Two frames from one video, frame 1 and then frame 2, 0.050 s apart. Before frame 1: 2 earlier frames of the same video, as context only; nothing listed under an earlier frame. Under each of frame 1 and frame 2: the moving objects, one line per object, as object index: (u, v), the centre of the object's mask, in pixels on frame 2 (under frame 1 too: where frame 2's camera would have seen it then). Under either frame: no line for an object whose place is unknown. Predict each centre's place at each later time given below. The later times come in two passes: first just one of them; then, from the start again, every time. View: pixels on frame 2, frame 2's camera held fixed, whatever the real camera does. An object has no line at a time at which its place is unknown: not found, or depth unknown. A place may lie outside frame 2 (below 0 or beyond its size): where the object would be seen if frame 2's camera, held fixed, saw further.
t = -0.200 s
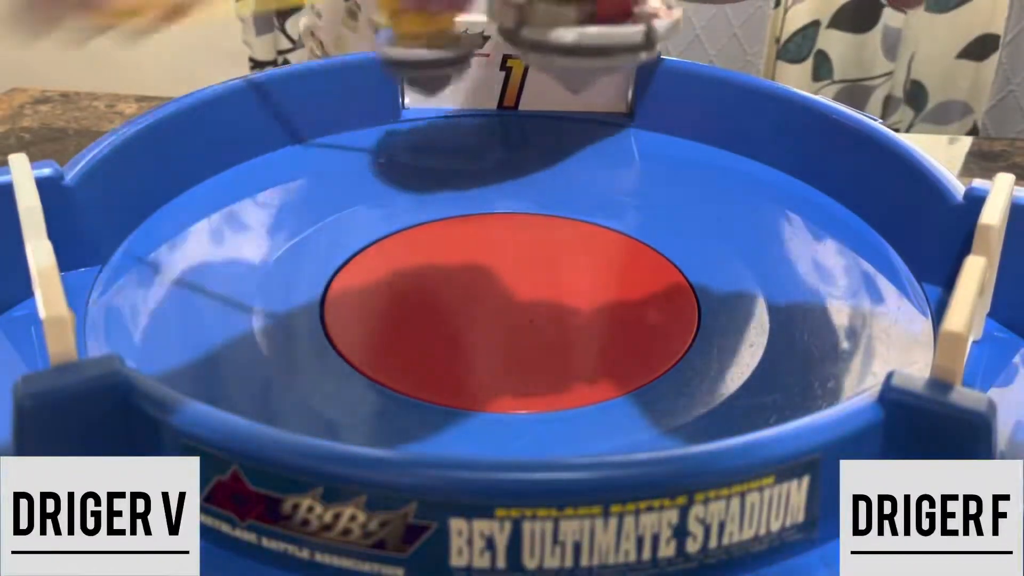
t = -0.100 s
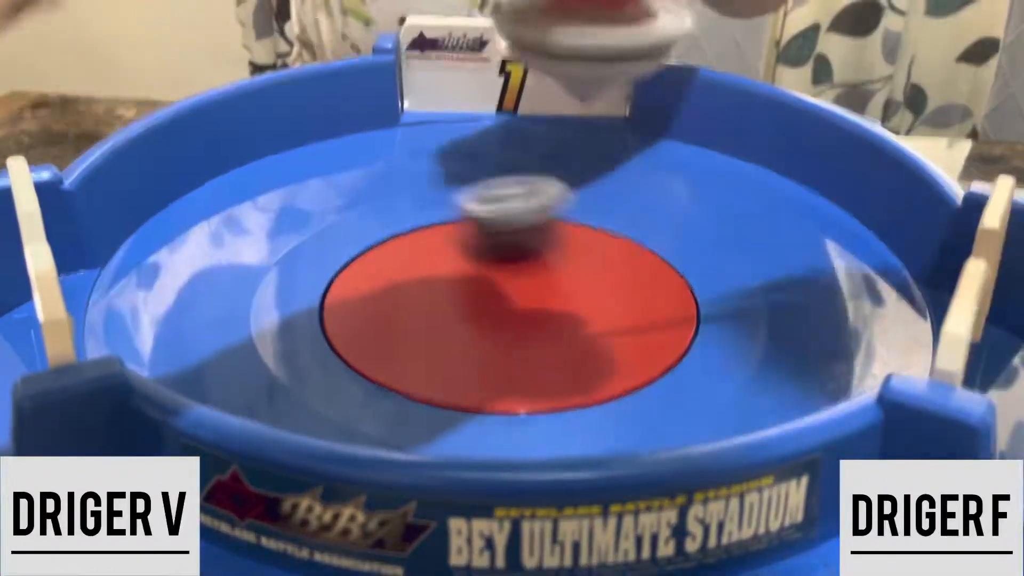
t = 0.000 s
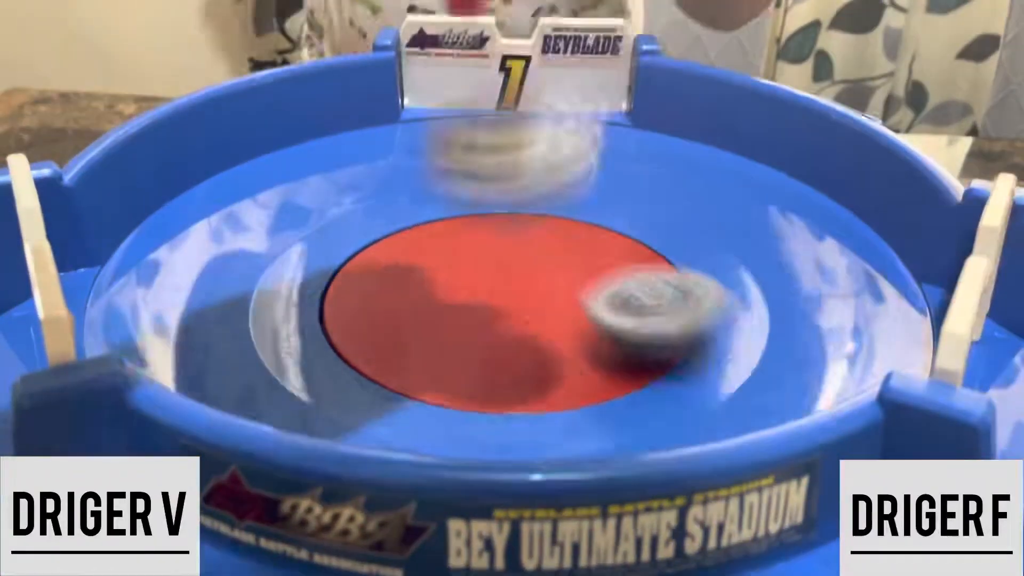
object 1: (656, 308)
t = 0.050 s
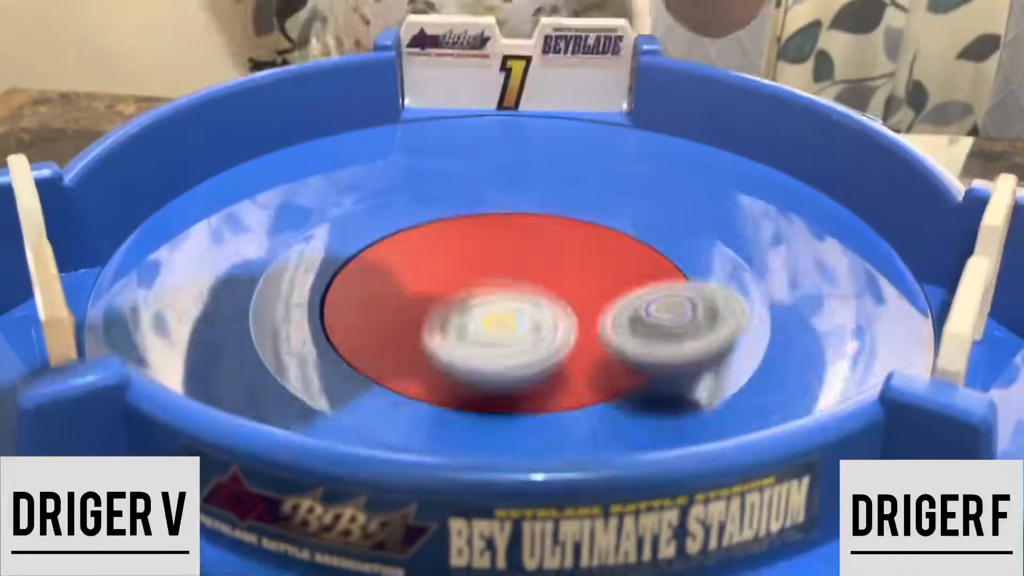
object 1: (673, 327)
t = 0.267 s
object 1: (704, 402)
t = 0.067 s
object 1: (674, 344)
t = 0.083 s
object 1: (674, 358)
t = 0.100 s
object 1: (665, 368)
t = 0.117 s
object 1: (665, 374)
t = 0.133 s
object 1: (668, 381)
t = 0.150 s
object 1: (669, 387)
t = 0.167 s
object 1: (672, 392)
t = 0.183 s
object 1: (676, 395)
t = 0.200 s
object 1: (680, 398)
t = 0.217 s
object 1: (686, 400)
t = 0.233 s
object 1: (691, 401)
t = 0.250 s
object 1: (699, 402)
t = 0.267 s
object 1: (704, 402)
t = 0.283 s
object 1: (714, 403)
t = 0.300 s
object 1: (724, 402)
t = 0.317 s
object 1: (728, 401)
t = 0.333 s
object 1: (731, 399)
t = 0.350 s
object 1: (734, 398)
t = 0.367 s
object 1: (739, 396)
